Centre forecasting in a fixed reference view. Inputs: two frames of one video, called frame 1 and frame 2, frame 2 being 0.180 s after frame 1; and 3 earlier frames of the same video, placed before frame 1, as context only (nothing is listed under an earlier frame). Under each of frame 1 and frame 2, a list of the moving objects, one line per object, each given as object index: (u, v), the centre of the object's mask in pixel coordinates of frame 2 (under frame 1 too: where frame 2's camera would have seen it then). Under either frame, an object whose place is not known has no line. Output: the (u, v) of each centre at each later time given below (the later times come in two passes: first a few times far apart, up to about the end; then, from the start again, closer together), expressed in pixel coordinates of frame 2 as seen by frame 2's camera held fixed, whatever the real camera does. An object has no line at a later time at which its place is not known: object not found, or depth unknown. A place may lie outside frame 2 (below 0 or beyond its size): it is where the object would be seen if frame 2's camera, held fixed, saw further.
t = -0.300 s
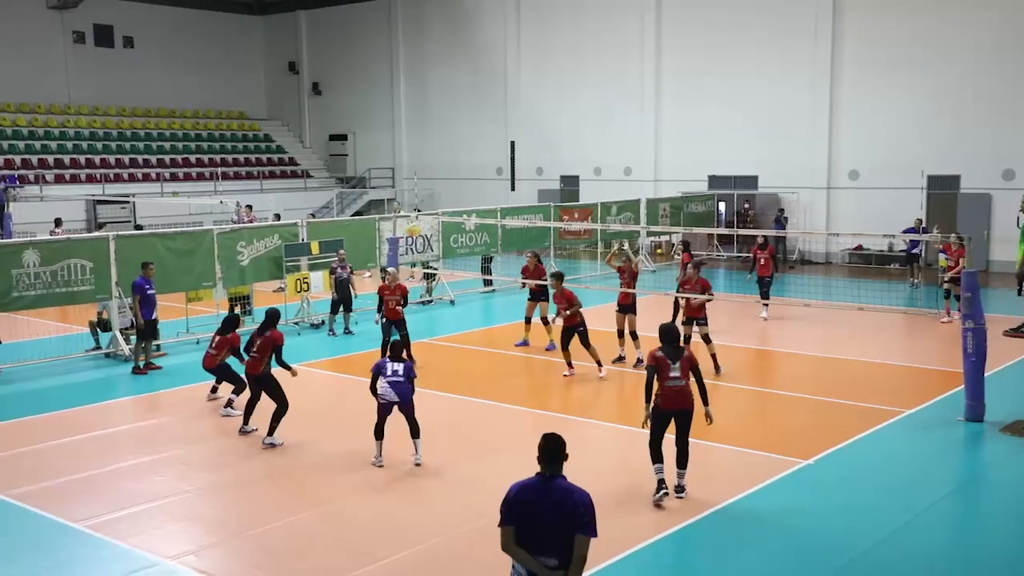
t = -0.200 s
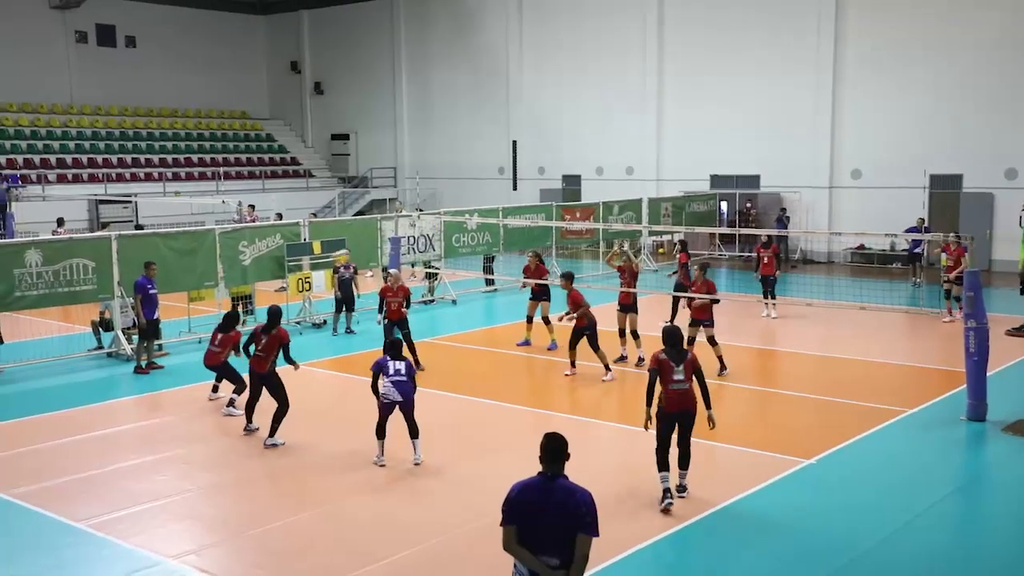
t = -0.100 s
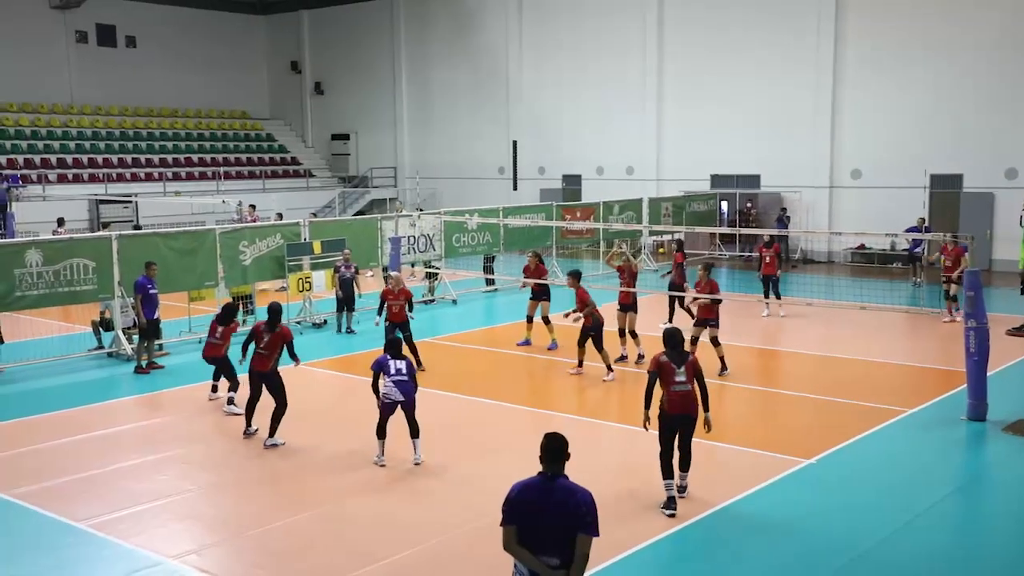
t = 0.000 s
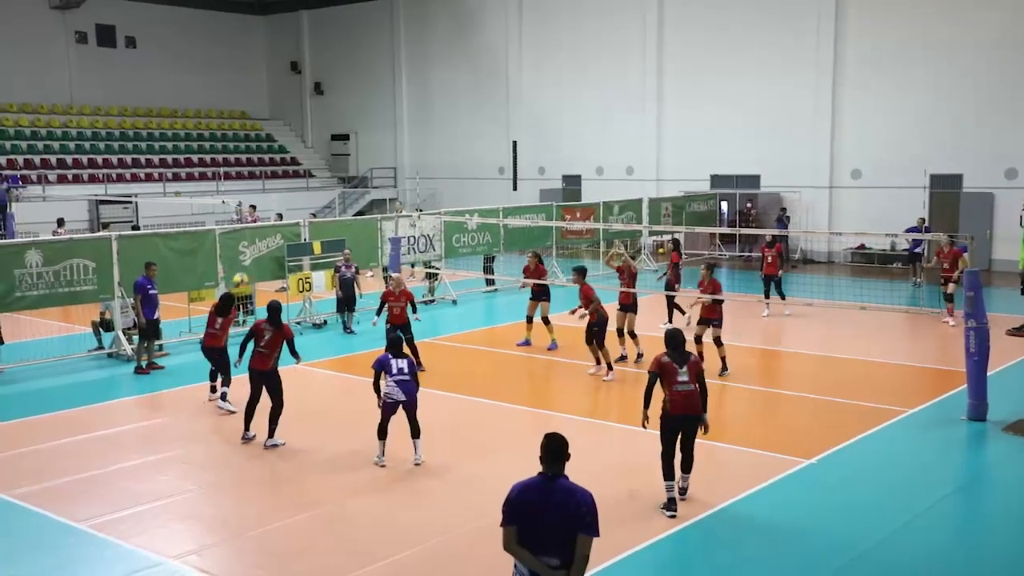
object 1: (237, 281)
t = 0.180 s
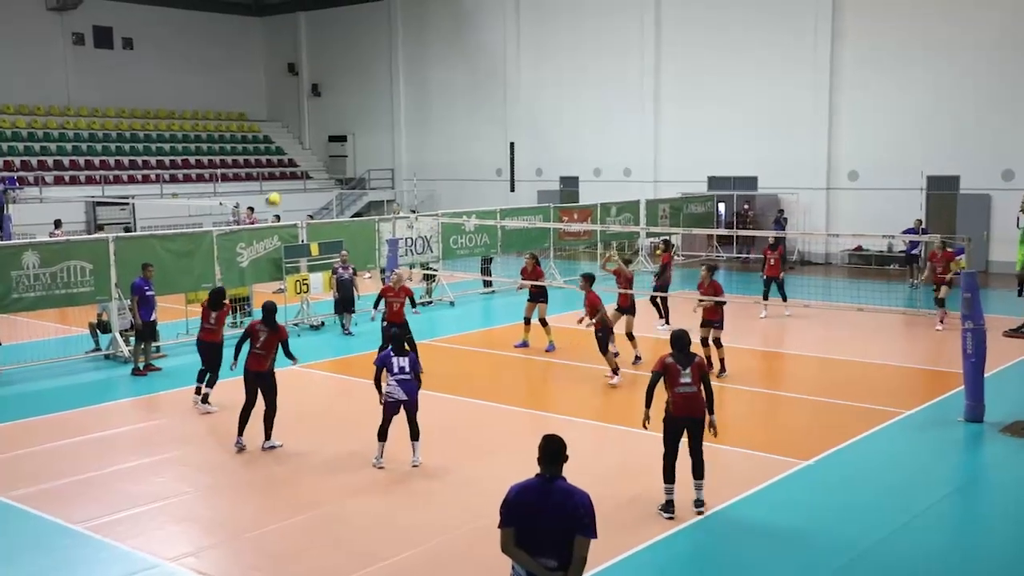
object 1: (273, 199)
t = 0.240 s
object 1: (284, 177)
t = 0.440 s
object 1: (323, 120)
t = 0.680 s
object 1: (370, 90)
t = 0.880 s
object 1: (409, 95)
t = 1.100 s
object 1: (453, 134)
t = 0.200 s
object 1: (276, 192)
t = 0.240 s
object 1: (284, 177)
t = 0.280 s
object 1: (291, 164)
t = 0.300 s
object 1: (294, 158)
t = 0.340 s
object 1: (303, 145)
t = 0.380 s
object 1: (311, 134)
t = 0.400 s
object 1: (315, 129)
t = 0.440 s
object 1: (323, 120)
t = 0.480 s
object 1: (331, 113)
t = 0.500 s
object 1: (335, 109)
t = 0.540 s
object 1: (342, 103)
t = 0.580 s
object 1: (350, 97)
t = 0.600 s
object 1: (354, 96)
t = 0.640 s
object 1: (362, 93)
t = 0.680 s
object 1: (370, 90)
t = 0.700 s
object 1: (373, 89)
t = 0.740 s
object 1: (382, 88)
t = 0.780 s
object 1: (390, 89)
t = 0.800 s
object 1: (394, 90)
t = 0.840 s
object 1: (402, 92)
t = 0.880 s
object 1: (409, 95)
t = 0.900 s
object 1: (413, 97)
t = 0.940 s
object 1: (421, 102)
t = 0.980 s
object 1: (429, 109)
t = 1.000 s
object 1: (433, 112)
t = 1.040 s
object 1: (441, 120)
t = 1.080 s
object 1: (449, 128)
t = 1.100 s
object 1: (453, 134)
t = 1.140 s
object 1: (461, 145)
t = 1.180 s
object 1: (469, 155)
